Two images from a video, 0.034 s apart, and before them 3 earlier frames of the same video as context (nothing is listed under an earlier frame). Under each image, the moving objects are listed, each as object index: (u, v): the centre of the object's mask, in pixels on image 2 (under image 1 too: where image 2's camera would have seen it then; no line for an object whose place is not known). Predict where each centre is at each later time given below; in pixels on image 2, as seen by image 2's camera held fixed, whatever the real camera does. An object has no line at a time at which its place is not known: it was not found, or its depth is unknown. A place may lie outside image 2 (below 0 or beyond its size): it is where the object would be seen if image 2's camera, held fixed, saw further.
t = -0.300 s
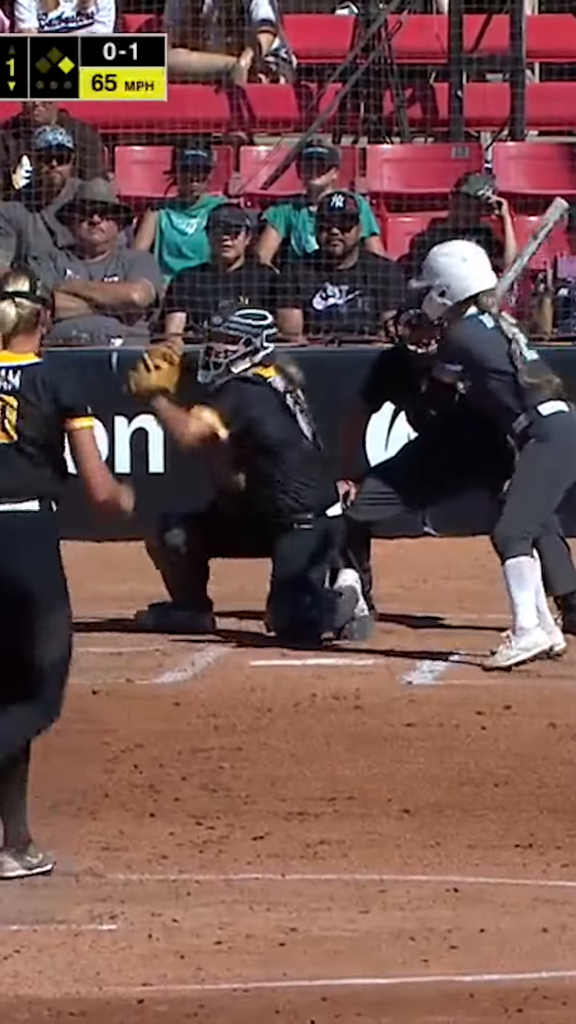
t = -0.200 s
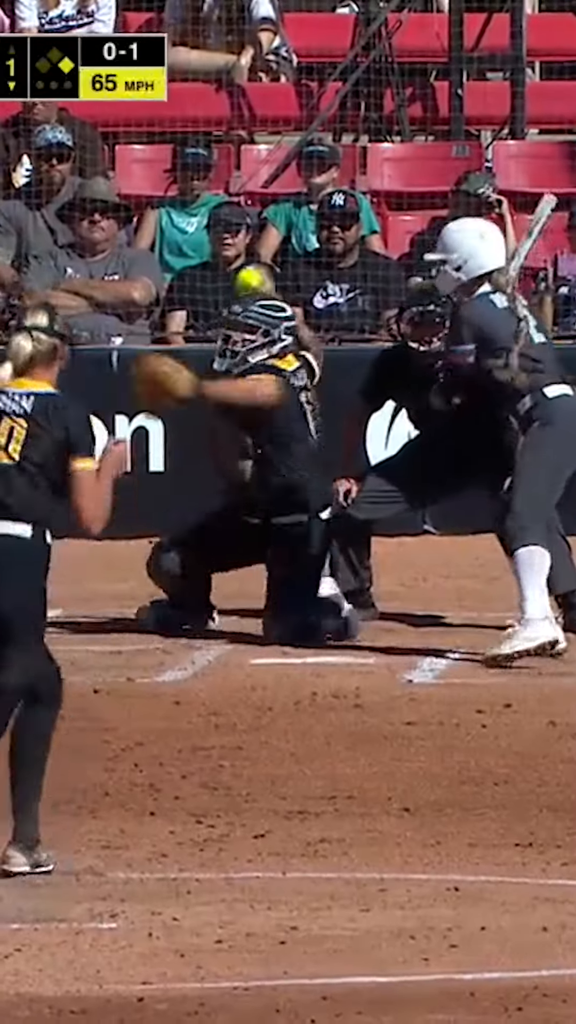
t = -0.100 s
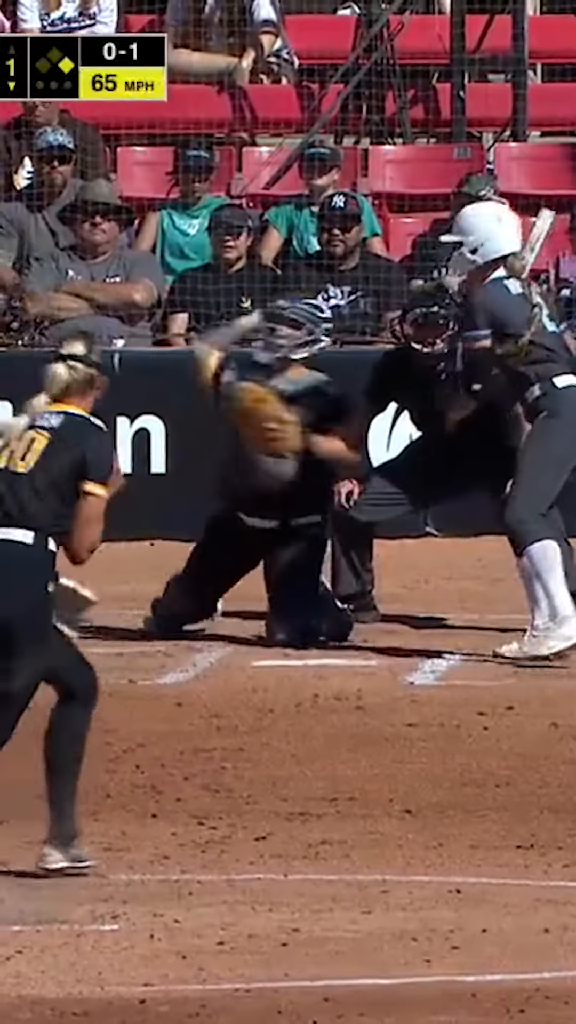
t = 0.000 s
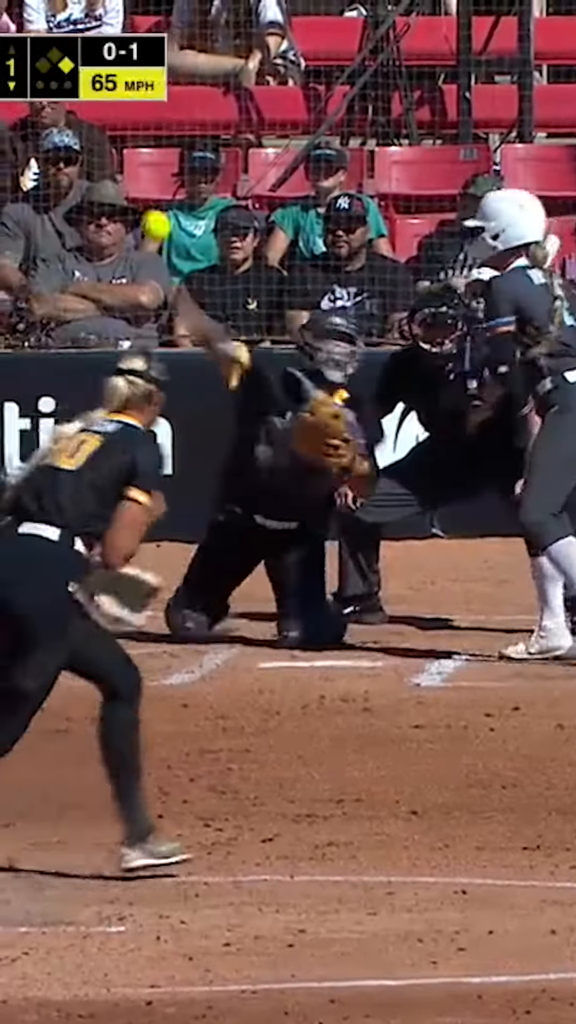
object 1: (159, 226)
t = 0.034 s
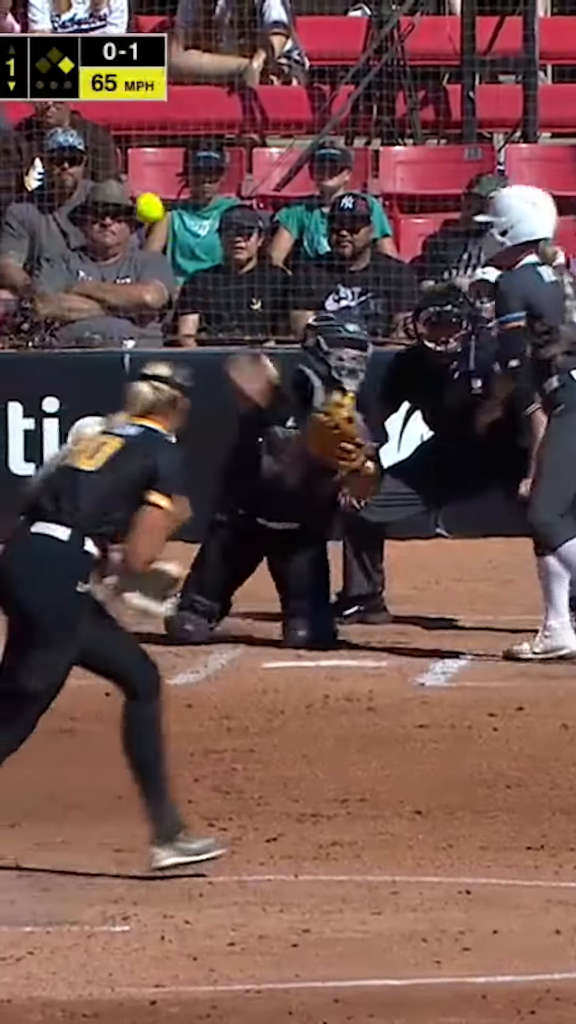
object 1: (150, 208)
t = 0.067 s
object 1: (141, 193)
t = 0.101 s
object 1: (128, 181)
